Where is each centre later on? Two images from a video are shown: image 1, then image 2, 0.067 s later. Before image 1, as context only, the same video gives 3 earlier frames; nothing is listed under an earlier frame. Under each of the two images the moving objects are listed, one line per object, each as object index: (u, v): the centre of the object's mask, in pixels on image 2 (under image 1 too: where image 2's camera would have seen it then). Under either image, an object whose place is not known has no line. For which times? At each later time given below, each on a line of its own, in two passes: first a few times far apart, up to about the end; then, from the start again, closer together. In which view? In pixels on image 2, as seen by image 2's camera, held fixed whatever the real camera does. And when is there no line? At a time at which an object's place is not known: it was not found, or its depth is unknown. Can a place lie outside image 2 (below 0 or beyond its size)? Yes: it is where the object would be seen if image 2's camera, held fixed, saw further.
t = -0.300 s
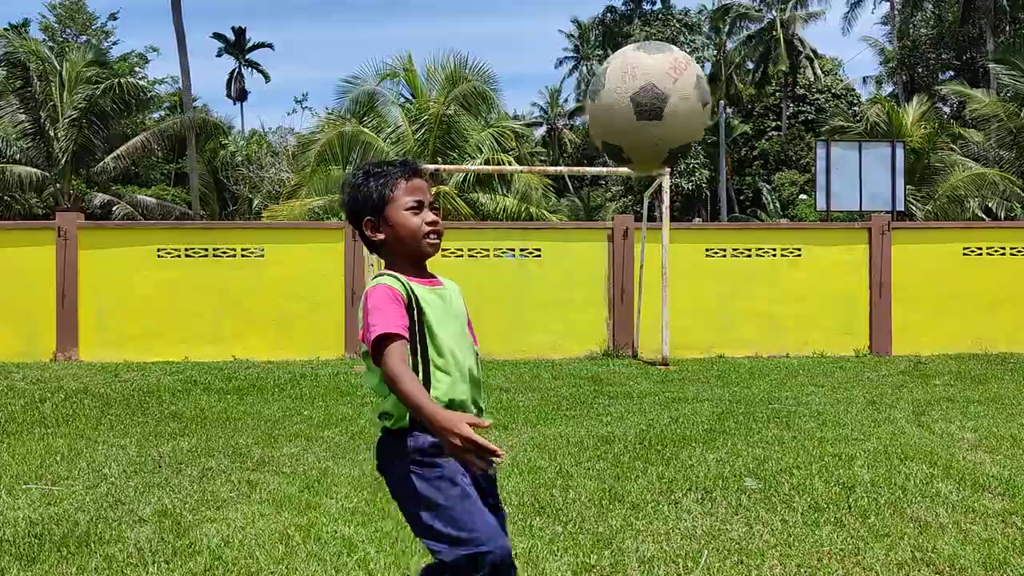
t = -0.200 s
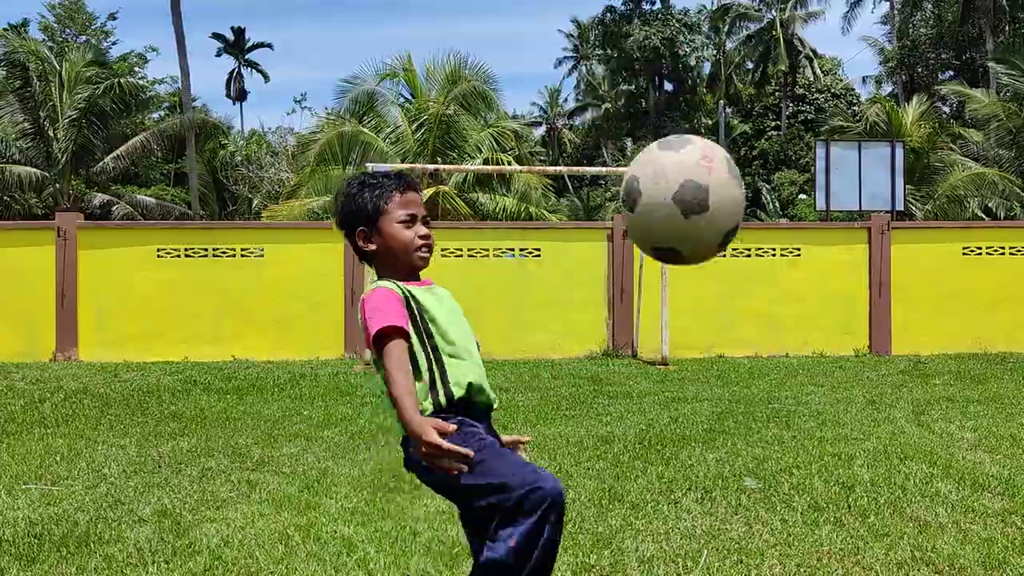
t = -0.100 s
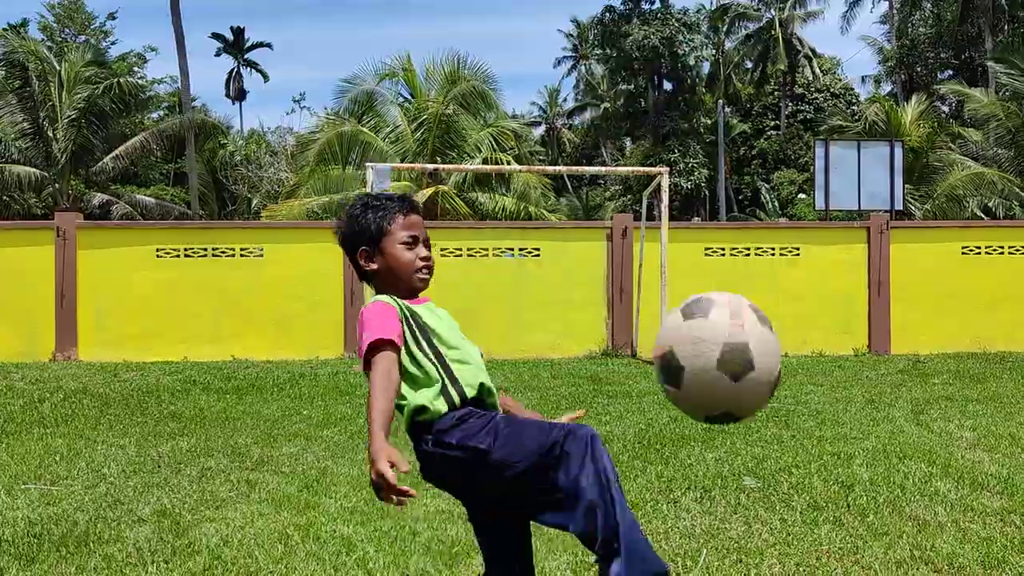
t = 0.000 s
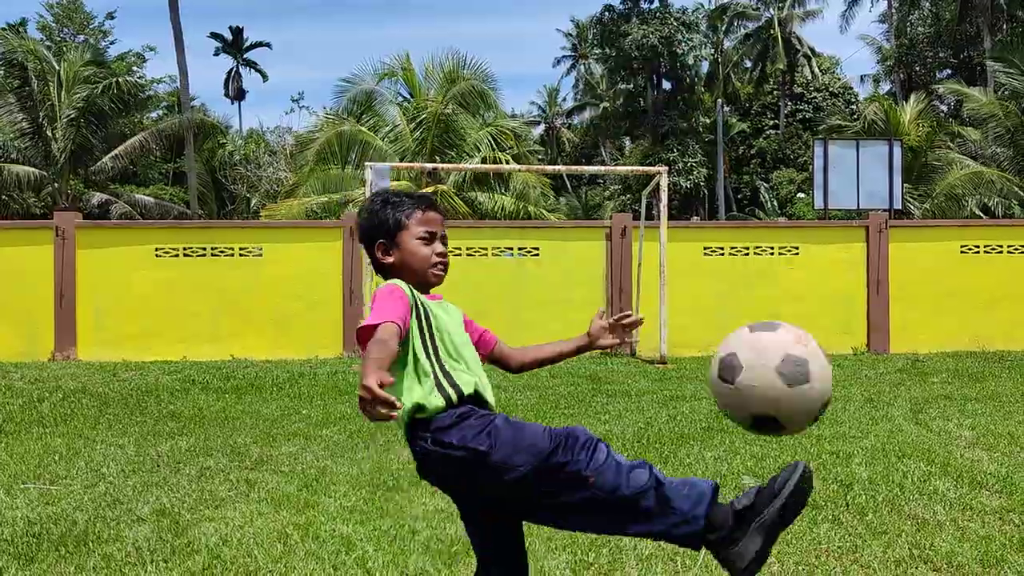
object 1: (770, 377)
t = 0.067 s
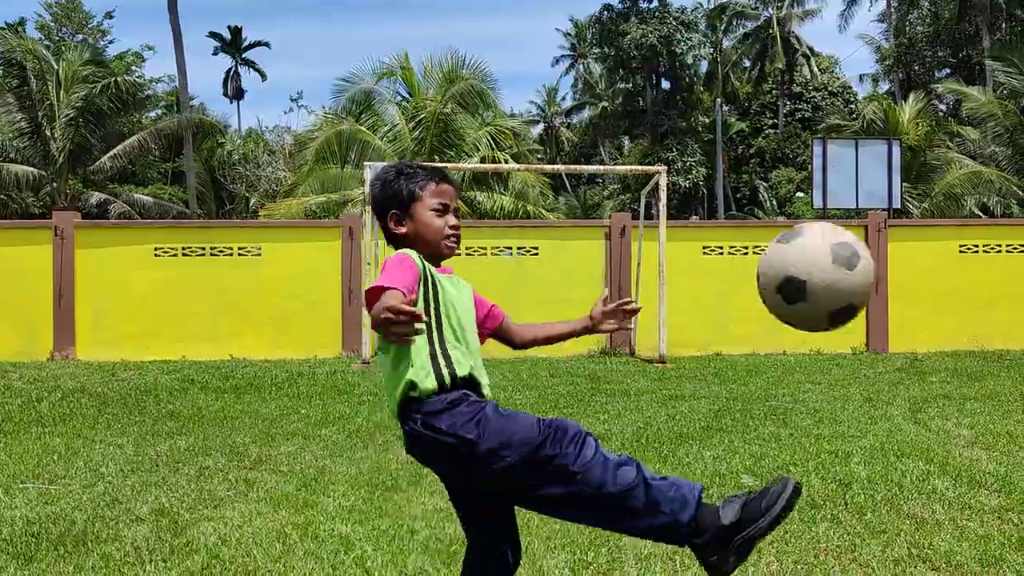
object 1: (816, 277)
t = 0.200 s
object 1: (896, 167)
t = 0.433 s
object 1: (998, 196)
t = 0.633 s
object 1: (1057, 362)
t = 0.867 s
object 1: (1114, 500)
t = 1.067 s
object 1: (1138, 474)
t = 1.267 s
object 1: (1162, 503)
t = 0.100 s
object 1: (837, 239)
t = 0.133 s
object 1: (858, 208)
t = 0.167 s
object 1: (877, 184)
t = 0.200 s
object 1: (896, 167)
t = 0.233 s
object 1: (914, 159)
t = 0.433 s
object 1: (998, 196)
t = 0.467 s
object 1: (1008, 216)
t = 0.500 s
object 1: (1018, 239)
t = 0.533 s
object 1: (1027, 265)
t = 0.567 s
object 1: (1037, 295)
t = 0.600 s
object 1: (1047, 327)
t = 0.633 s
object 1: (1057, 362)
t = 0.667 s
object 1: (1066, 399)
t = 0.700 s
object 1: (1076, 439)
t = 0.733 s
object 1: (1086, 481)
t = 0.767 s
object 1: (1097, 527)
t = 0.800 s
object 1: (1105, 534)
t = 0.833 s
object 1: (1110, 515)
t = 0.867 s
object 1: (1114, 500)
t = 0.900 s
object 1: (1118, 487)
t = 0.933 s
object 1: (1122, 479)
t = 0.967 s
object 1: (1127, 473)
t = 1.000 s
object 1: (1130, 471)
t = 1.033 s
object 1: (1135, 470)
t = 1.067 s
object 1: (1138, 474)
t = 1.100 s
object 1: (1143, 480)
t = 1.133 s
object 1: (1147, 490)
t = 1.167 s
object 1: (1152, 504)
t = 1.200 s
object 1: (1156, 516)
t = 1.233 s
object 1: (1160, 510)
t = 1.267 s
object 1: (1162, 503)
